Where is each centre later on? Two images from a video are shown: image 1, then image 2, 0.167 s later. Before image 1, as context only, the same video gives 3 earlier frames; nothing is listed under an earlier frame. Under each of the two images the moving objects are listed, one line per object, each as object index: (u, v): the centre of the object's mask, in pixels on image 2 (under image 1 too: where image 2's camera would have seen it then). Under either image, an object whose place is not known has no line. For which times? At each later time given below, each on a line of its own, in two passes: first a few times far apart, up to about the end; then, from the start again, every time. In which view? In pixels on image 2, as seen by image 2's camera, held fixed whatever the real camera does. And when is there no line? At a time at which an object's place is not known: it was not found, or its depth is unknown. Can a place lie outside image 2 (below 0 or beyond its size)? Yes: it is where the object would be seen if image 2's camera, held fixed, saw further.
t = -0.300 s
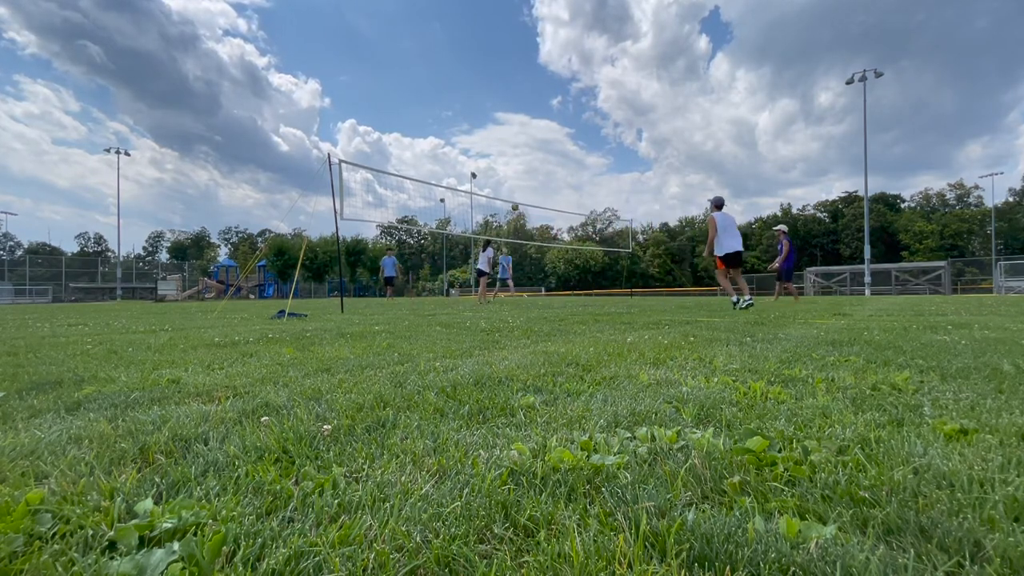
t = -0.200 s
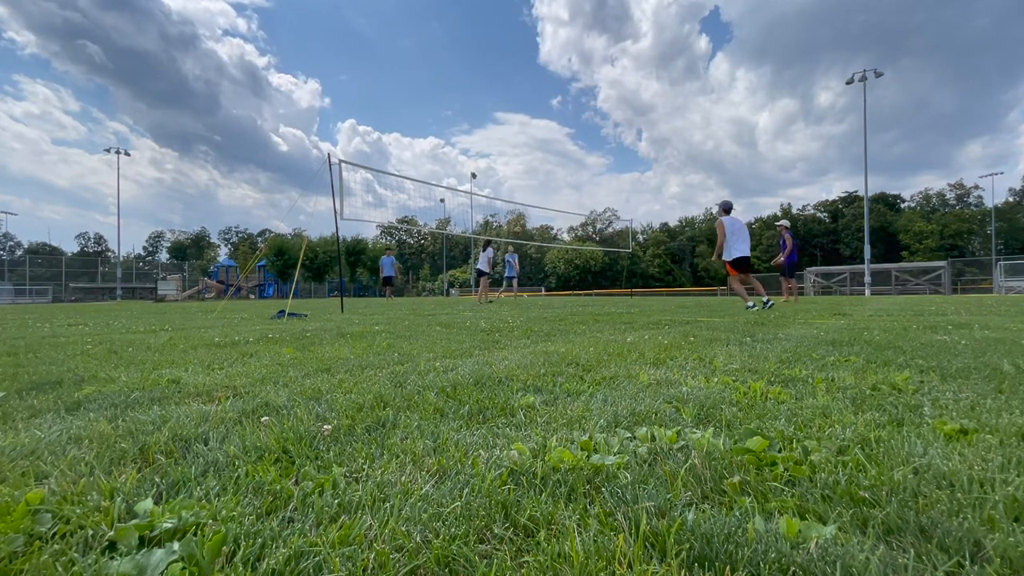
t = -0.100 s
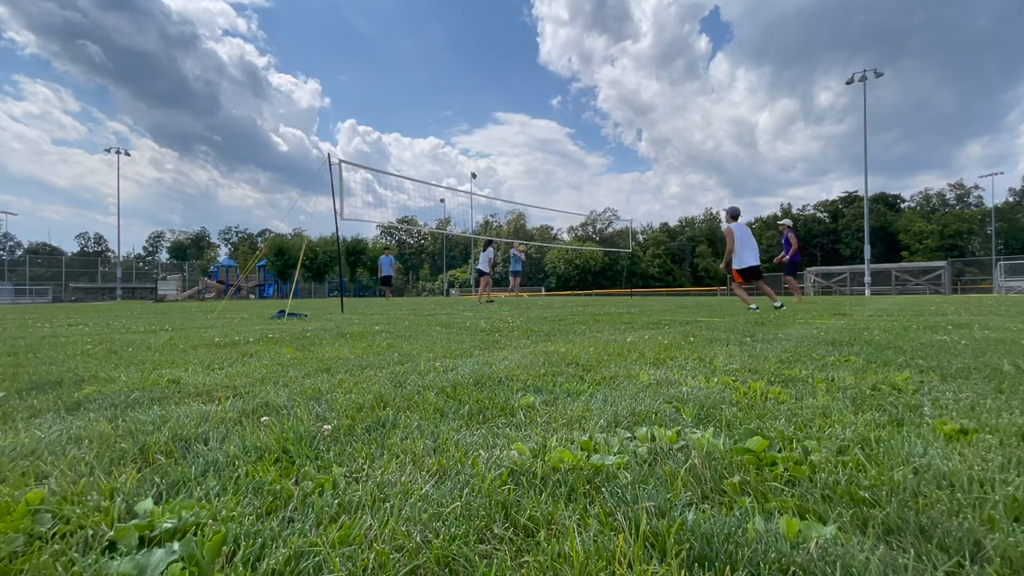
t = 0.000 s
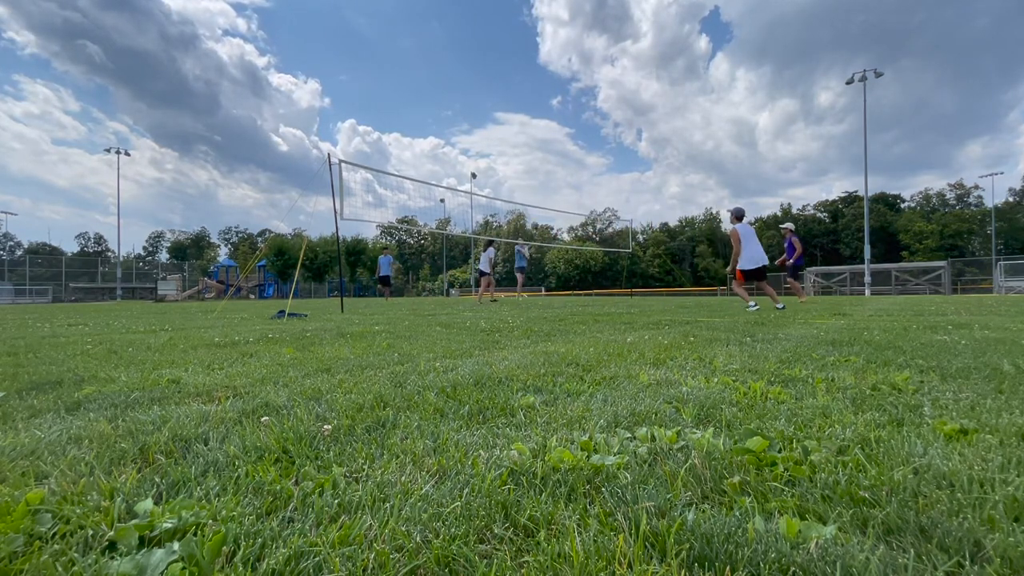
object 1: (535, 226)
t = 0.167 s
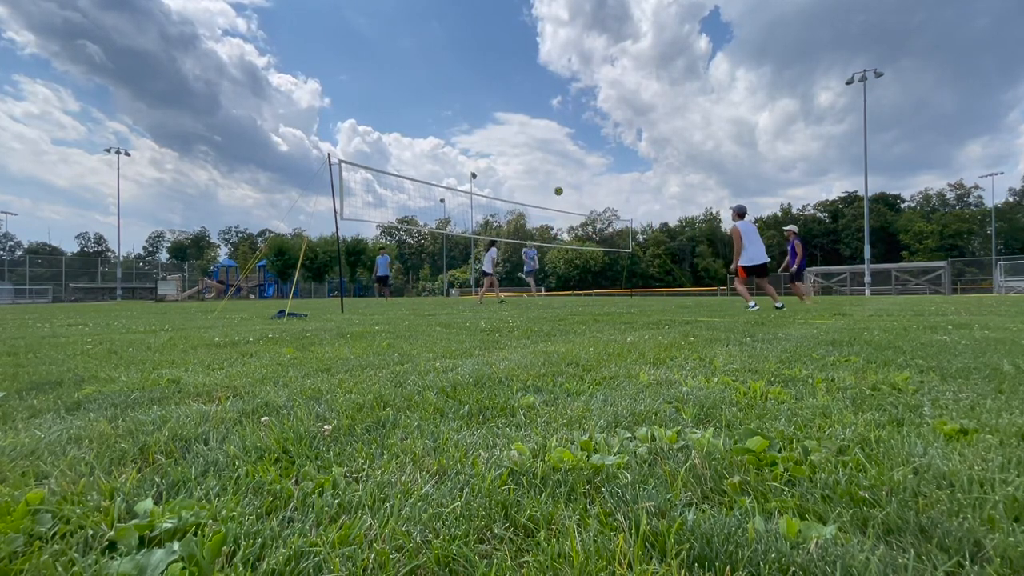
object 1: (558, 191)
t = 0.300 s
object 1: (580, 168)
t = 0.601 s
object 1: (640, 137)
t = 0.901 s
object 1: (724, 147)
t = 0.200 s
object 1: (563, 185)
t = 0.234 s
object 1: (568, 179)
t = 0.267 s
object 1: (574, 173)
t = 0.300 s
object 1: (580, 168)
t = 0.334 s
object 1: (586, 163)
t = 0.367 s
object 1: (592, 158)
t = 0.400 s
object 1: (598, 154)
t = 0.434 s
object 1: (605, 150)
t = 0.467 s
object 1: (611, 147)
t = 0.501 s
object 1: (618, 144)
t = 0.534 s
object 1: (625, 141)
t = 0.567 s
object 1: (633, 139)
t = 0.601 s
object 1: (640, 137)
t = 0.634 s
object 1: (648, 135)
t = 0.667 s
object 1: (656, 135)
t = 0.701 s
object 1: (665, 134)
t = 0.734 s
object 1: (674, 135)
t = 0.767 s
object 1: (683, 136)
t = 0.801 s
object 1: (693, 137)
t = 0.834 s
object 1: (703, 140)
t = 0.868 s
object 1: (713, 143)
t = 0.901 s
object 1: (724, 147)
